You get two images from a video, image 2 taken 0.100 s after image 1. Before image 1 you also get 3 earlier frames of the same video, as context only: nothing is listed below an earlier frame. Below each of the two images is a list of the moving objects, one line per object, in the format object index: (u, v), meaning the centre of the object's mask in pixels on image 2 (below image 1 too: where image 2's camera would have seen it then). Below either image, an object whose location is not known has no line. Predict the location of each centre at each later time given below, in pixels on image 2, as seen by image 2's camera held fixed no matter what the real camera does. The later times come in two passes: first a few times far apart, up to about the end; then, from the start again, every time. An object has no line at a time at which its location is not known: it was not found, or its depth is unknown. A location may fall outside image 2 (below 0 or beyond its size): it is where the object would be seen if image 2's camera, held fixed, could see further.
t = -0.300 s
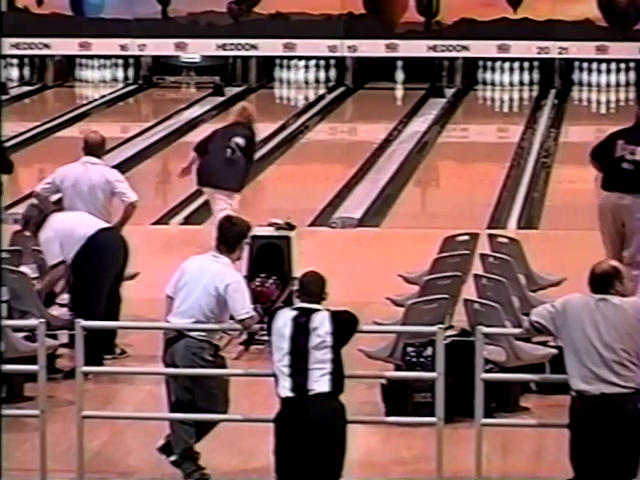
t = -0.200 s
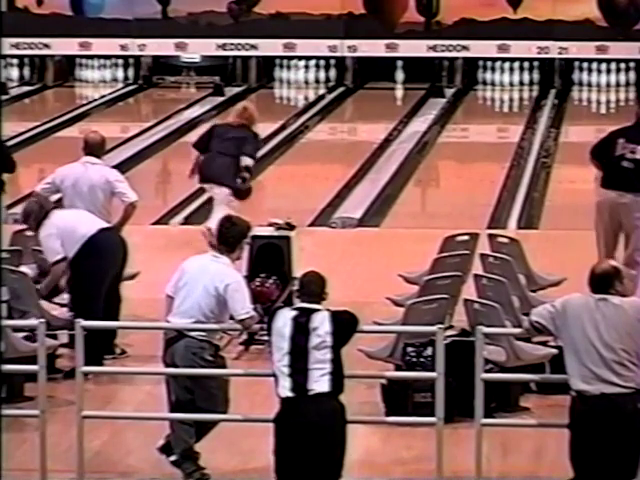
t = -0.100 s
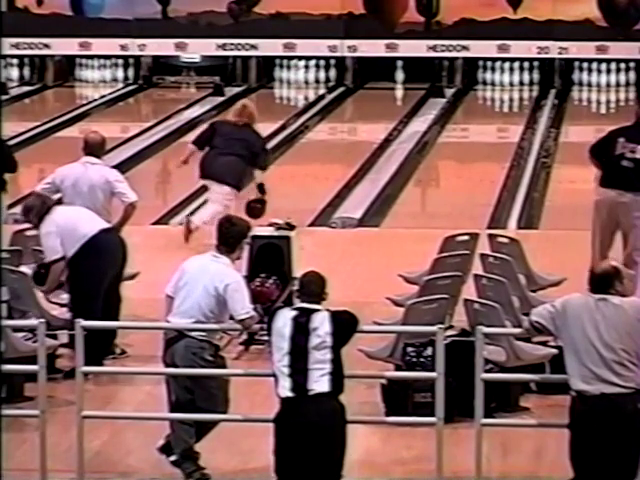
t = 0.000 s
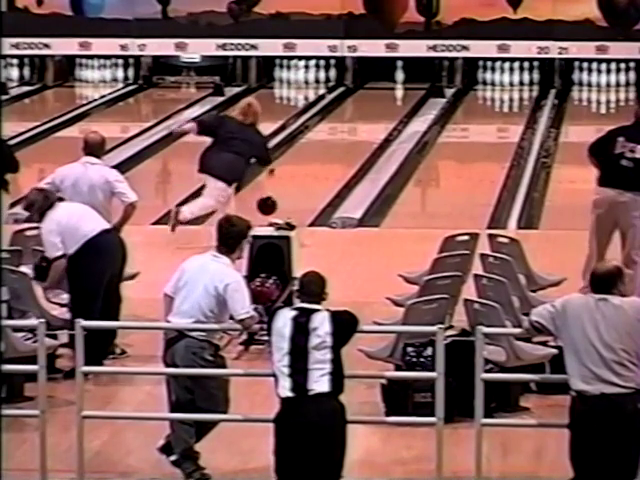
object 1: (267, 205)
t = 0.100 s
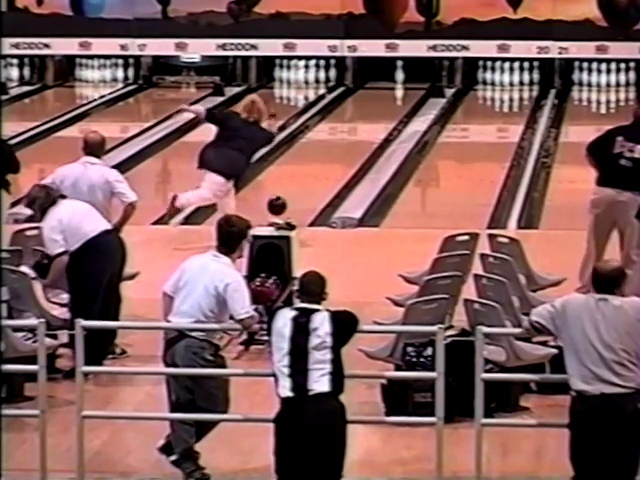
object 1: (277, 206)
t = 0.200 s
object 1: (286, 202)
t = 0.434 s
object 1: (307, 185)
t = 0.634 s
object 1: (322, 171)
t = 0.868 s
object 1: (337, 157)
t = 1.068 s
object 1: (350, 146)
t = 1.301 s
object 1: (363, 134)
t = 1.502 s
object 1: (372, 124)
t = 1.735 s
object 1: (383, 114)
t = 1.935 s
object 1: (389, 107)
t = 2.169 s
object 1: (396, 98)
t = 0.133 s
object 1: (280, 208)
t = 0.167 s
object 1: (283, 204)
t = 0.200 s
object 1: (286, 202)
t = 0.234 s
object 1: (289, 200)
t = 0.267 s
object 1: (293, 197)
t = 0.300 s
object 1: (295, 195)
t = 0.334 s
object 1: (298, 192)
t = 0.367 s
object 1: (301, 190)
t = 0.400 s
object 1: (304, 188)
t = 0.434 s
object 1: (307, 185)
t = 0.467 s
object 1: (309, 183)
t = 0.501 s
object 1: (312, 181)
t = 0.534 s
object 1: (314, 178)
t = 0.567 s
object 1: (317, 175)
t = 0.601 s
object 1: (319, 173)
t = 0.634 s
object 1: (322, 171)
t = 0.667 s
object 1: (324, 169)
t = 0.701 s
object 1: (326, 167)
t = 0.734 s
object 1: (329, 165)
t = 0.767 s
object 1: (331, 163)
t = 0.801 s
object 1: (333, 161)
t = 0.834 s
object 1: (335, 159)
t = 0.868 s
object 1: (337, 157)
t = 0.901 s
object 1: (340, 155)
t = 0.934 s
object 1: (342, 153)
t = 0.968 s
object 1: (344, 151)
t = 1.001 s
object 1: (346, 150)
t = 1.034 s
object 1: (348, 147)
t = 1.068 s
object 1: (350, 146)
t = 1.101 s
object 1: (352, 144)
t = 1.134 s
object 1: (354, 142)
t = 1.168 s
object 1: (355, 140)
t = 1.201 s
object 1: (357, 138)
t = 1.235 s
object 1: (359, 137)
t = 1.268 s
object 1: (361, 135)
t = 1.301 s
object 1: (363, 134)
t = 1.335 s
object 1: (364, 132)
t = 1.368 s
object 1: (366, 131)
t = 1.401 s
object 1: (367, 129)
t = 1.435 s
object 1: (368, 128)
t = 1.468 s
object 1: (371, 126)
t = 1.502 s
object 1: (372, 124)
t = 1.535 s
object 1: (373, 123)
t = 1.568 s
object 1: (375, 121)
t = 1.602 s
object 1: (376, 120)
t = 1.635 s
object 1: (378, 119)
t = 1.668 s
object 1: (379, 117)
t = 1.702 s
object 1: (380, 116)
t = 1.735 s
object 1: (383, 114)
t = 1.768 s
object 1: (384, 113)
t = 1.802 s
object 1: (385, 112)
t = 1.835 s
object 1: (386, 111)
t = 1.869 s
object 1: (387, 109)
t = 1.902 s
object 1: (388, 108)
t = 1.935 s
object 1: (389, 107)
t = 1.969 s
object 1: (391, 105)
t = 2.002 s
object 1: (391, 104)
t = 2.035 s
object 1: (392, 103)
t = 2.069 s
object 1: (393, 102)
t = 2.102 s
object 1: (394, 101)
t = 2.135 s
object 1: (395, 100)
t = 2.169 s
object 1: (396, 98)
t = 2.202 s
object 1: (397, 97)
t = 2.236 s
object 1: (397, 96)
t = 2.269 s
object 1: (399, 95)
